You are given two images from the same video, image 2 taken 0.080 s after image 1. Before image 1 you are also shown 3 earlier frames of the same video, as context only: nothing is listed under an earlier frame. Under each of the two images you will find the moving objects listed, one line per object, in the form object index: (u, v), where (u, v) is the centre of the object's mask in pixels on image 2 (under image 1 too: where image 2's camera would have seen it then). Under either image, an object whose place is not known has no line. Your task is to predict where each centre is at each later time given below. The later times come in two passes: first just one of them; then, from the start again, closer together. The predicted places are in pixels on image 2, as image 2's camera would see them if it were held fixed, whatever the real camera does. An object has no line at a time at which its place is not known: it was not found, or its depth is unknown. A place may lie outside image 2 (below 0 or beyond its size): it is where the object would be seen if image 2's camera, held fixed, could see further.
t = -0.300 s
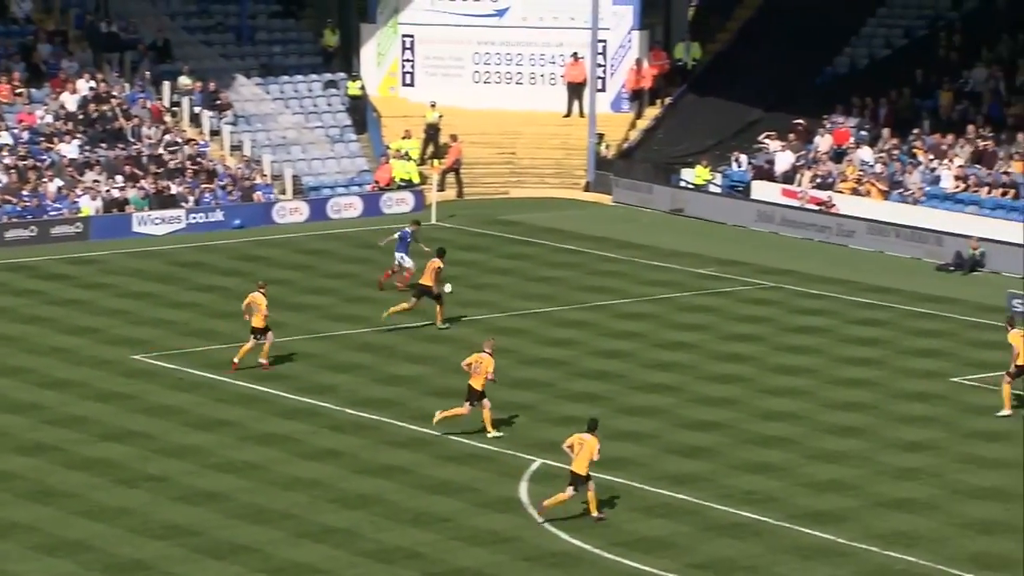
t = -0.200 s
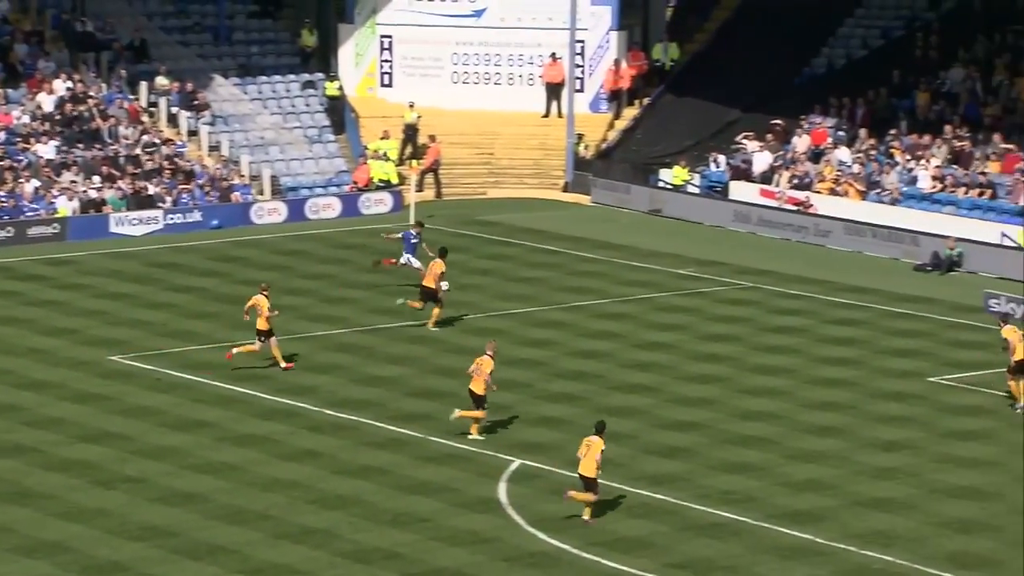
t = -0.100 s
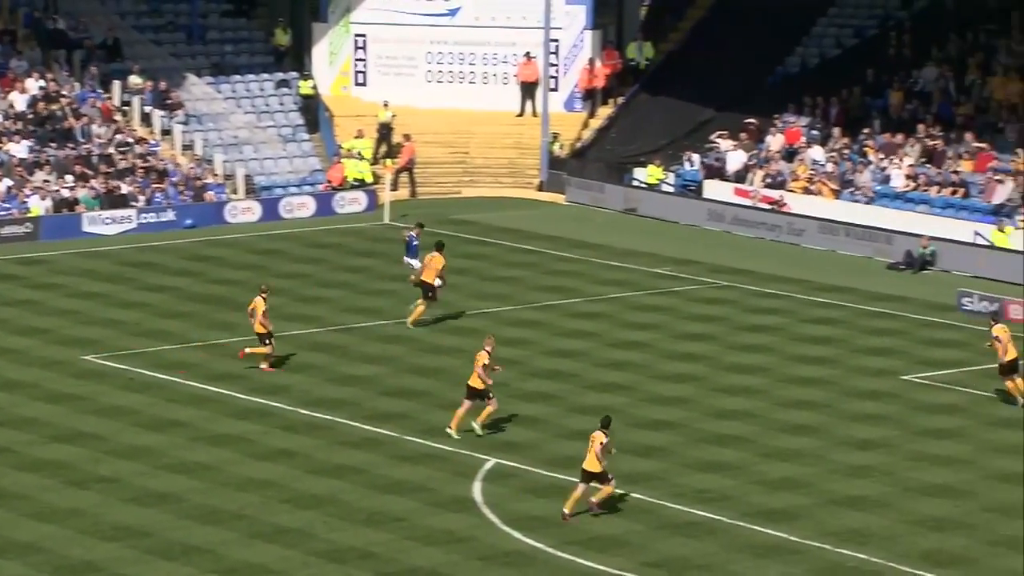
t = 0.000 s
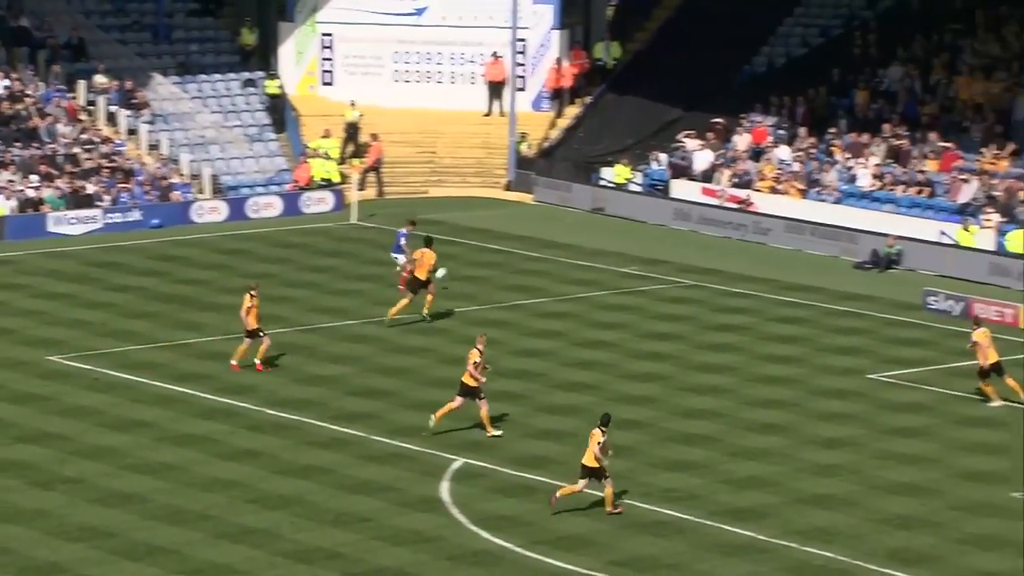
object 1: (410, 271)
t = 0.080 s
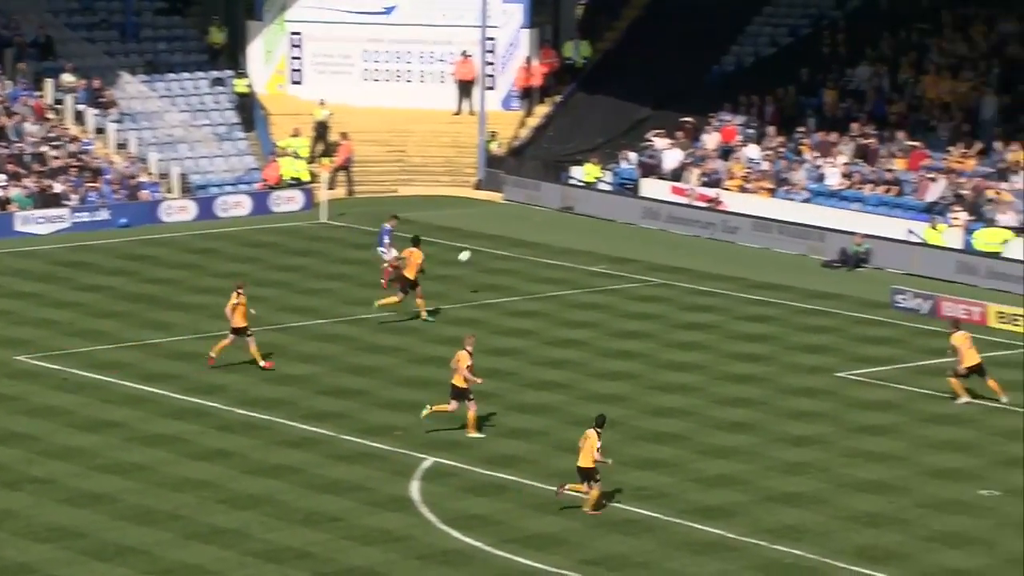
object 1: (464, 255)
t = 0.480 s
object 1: (734, 185)
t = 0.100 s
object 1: (477, 251)
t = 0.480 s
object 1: (734, 185)
